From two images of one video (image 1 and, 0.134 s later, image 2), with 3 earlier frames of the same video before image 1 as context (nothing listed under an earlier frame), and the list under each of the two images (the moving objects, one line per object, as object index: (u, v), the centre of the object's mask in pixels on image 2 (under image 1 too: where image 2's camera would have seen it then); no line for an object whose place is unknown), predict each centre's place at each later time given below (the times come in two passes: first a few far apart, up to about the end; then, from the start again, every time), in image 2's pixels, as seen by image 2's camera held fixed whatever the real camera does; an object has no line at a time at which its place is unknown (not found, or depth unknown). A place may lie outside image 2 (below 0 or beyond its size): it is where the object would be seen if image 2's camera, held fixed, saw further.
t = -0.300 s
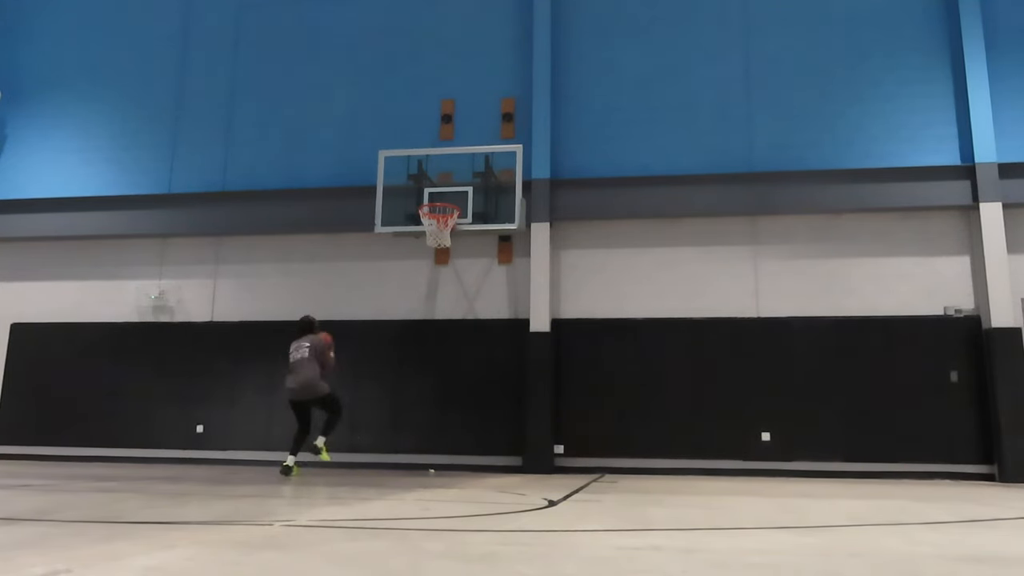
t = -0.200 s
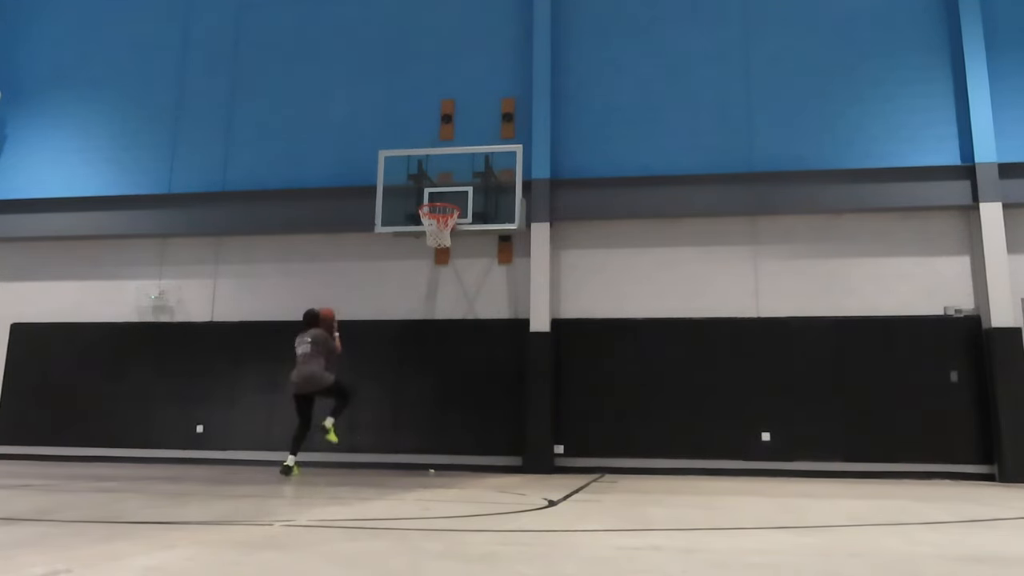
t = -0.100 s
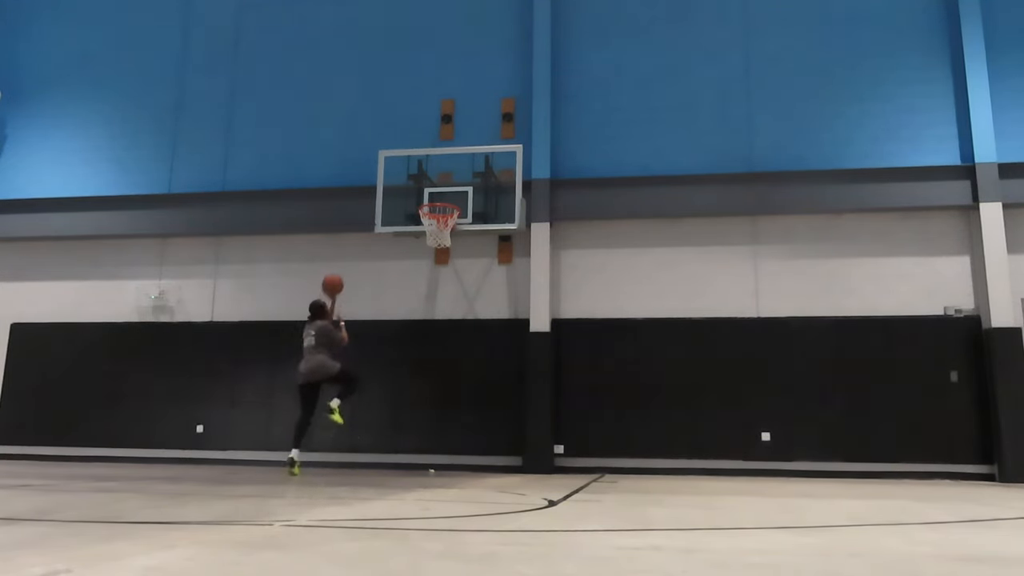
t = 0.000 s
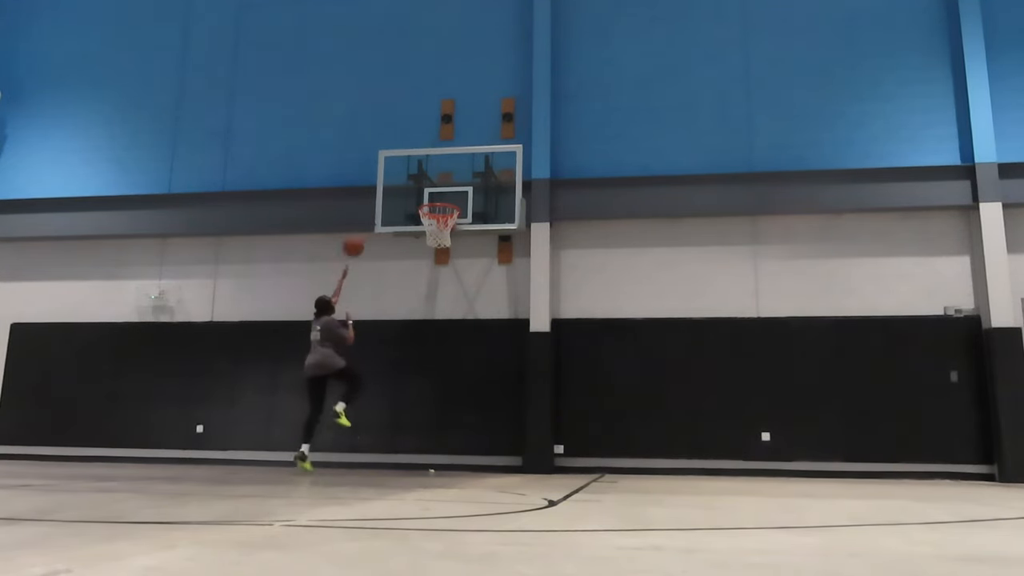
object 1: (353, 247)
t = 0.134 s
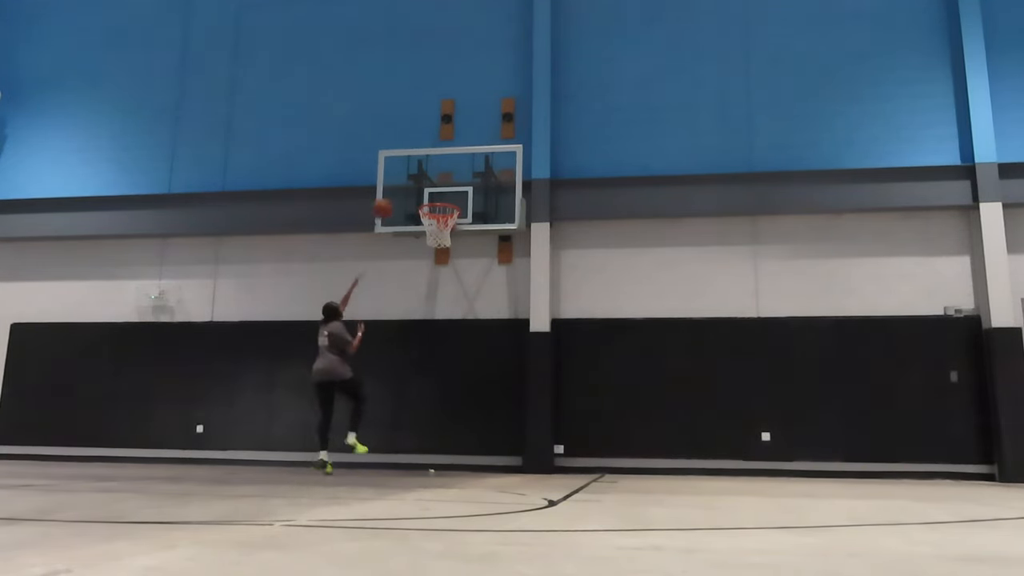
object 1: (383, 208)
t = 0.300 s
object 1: (415, 183)
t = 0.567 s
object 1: (430, 186)
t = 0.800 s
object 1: (439, 193)
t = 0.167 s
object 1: (389, 201)
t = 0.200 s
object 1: (396, 195)
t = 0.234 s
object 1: (402, 190)
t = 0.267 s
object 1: (409, 186)
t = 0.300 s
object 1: (415, 183)
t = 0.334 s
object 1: (419, 182)
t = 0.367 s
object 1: (420, 179)
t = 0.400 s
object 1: (421, 179)
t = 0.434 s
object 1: (422, 178)
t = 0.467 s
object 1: (425, 179)
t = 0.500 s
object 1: (426, 180)
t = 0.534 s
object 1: (427, 182)
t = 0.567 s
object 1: (430, 186)
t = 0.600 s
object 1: (431, 189)
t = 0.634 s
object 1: (432, 194)
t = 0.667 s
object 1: (434, 194)
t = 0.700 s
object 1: (435, 193)
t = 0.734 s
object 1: (437, 193)
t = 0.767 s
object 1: (438, 192)
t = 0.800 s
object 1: (439, 193)
